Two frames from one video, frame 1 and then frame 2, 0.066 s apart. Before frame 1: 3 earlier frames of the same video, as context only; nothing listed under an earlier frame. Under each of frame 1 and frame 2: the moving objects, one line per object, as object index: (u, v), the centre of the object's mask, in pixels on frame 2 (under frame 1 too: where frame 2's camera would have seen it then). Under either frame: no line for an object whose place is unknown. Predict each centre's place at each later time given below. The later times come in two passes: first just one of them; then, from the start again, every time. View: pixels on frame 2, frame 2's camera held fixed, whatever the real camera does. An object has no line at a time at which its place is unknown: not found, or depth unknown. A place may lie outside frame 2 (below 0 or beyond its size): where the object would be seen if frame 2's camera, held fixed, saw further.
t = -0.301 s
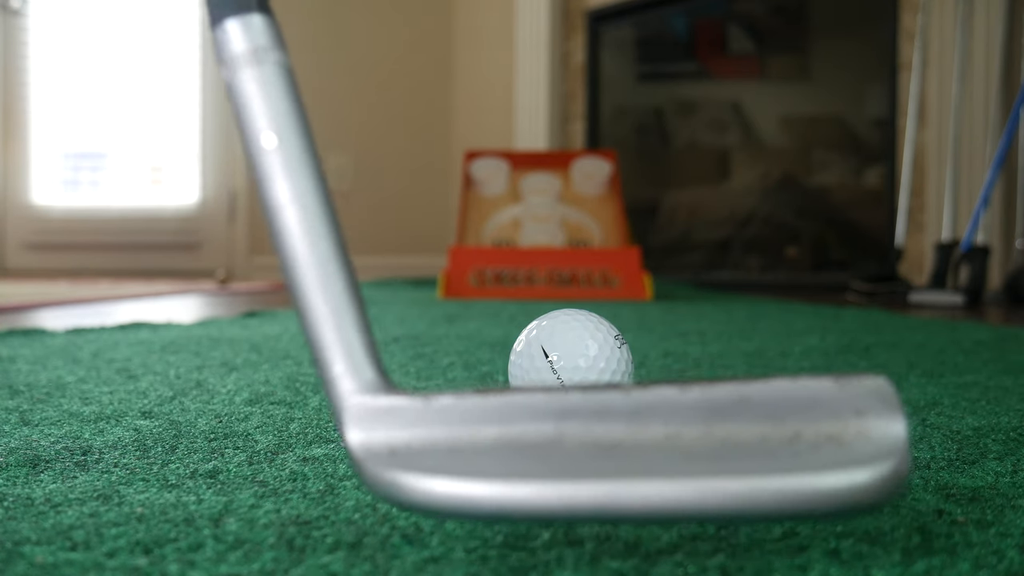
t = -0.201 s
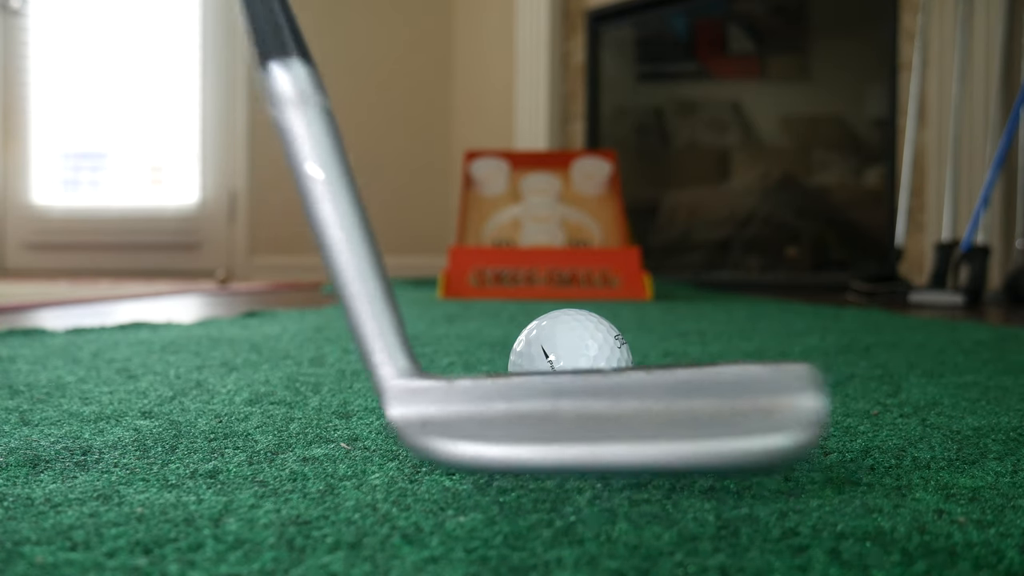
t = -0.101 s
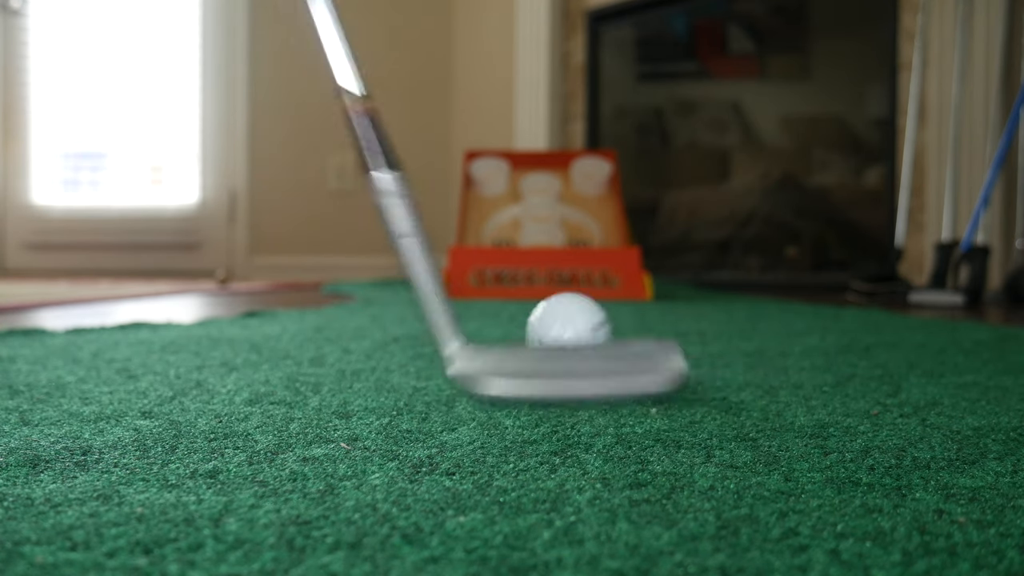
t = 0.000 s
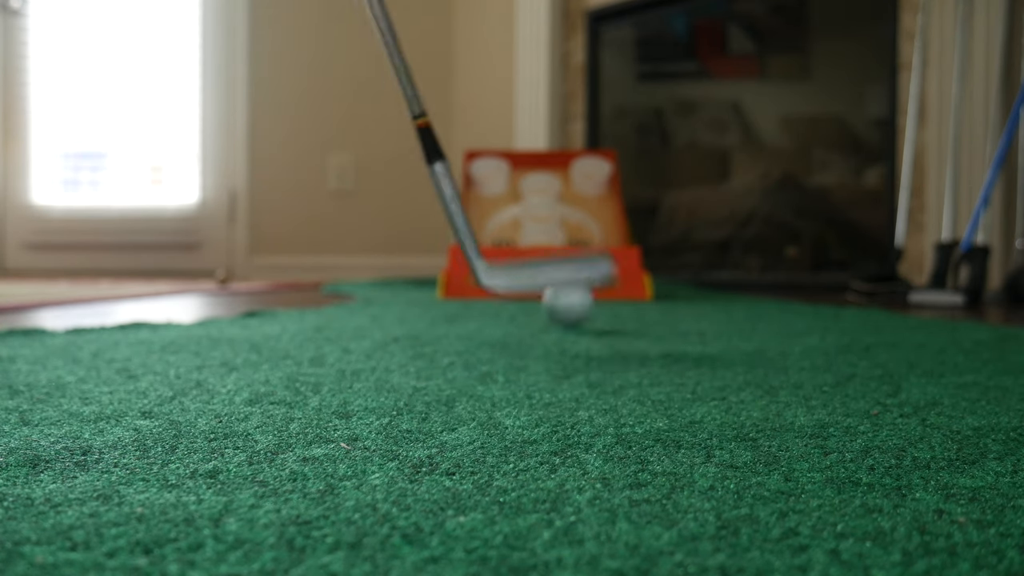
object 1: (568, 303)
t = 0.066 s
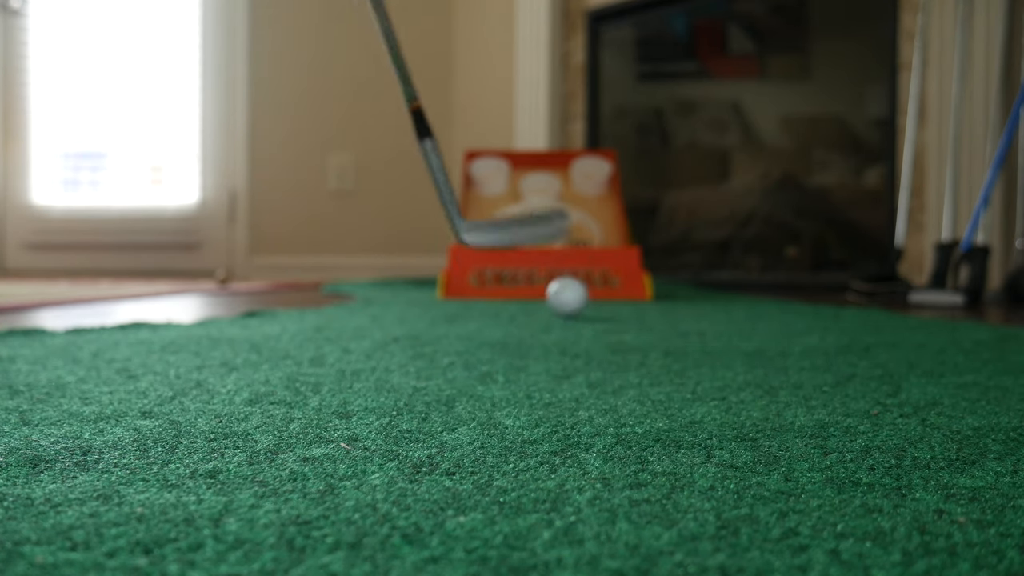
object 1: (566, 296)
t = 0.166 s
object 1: (566, 286)
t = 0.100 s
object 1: (566, 294)
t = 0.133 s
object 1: (566, 290)
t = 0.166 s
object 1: (566, 286)
